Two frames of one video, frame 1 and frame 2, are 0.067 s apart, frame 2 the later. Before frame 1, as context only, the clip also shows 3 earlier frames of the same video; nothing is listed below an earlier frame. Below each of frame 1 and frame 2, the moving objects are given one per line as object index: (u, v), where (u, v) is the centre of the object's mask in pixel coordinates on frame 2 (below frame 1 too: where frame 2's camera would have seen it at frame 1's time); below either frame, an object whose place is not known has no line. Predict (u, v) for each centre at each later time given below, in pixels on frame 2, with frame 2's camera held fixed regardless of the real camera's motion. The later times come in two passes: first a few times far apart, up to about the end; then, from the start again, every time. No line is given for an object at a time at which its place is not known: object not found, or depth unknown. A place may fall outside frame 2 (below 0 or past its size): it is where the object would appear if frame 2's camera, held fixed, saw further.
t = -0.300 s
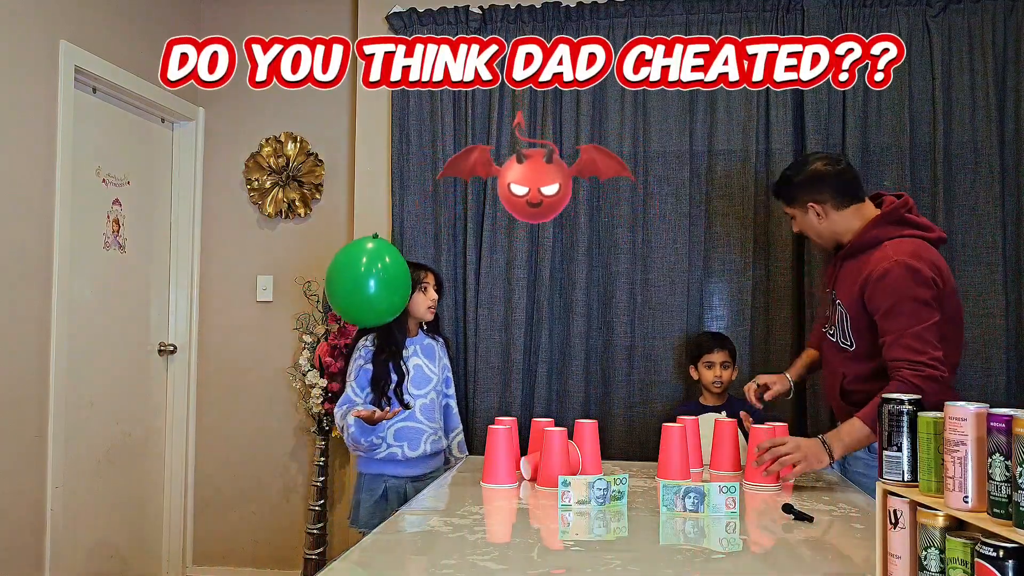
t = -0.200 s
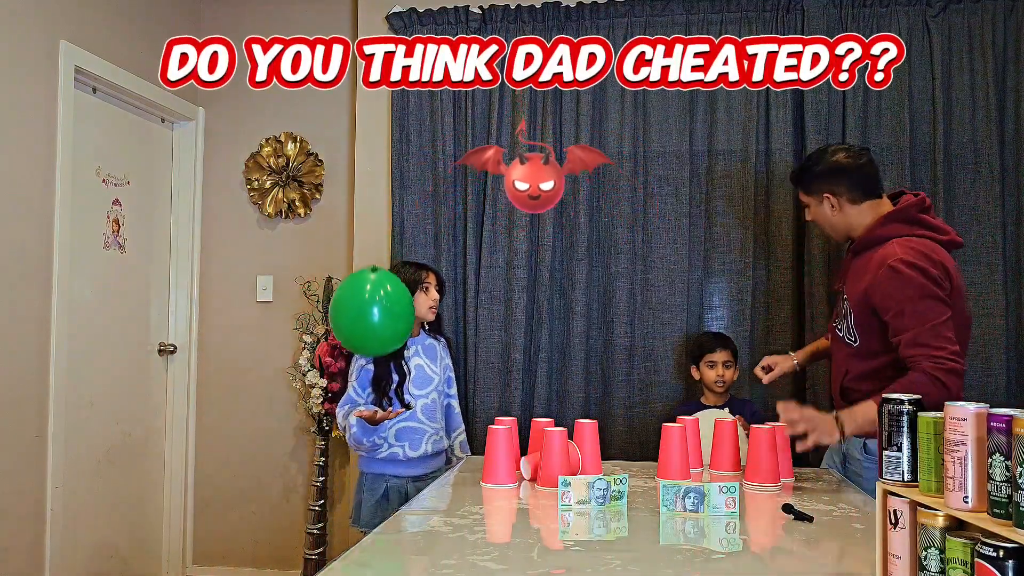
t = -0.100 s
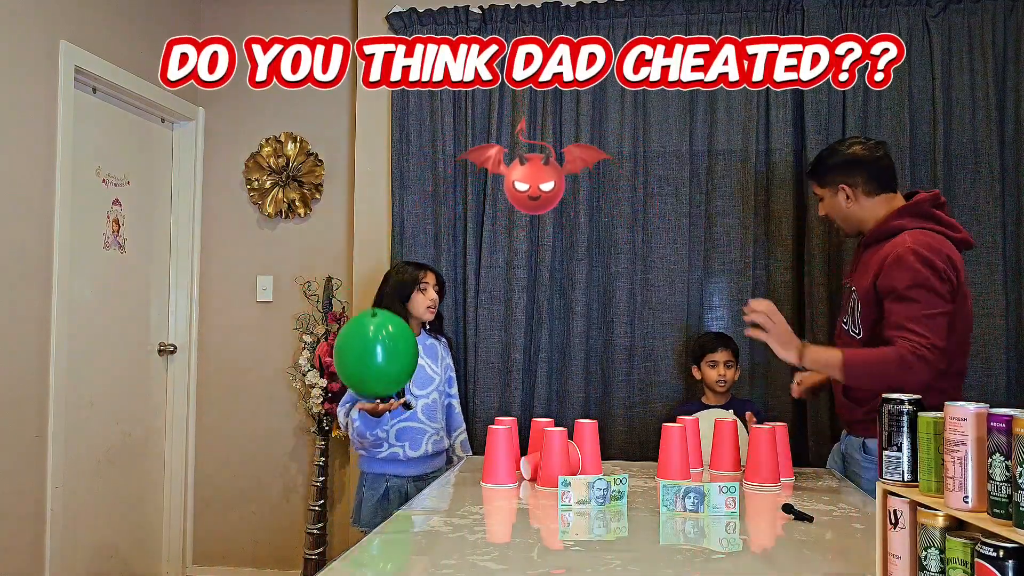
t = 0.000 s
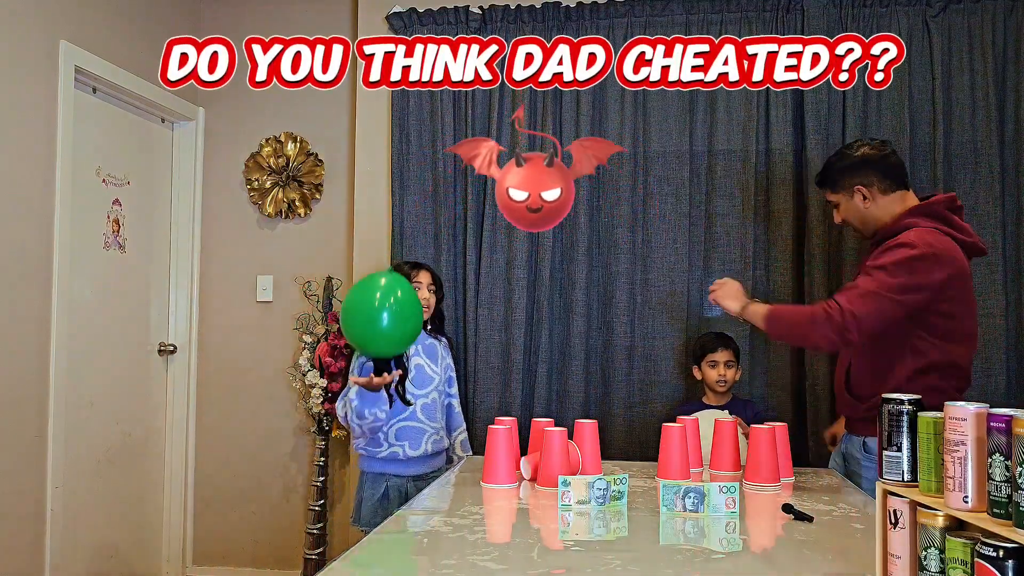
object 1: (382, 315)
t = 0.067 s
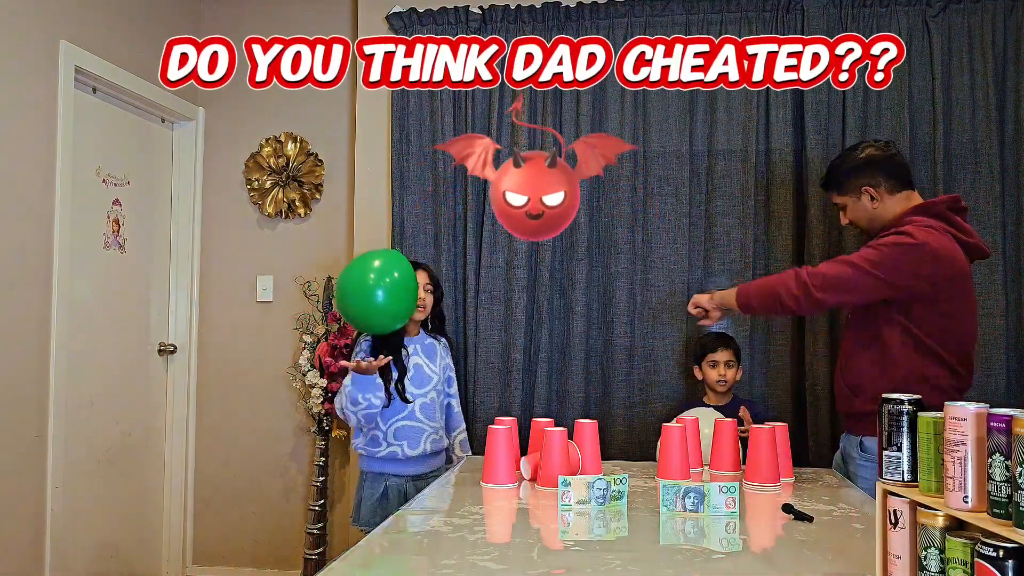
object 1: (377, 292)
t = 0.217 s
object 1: (352, 270)
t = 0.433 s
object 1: (316, 290)
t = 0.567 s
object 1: (295, 335)
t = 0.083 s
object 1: (375, 288)
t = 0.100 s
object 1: (372, 284)
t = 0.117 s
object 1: (369, 281)
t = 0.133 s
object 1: (366, 279)
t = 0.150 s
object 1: (363, 276)
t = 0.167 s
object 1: (361, 274)
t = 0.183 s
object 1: (358, 273)
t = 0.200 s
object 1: (355, 271)
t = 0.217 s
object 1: (352, 270)
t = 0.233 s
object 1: (349, 270)
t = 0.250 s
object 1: (346, 270)
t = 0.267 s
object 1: (344, 270)
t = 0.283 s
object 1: (341, 270)
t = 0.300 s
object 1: (338, 271)
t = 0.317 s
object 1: (335, 272)
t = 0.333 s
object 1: (333, 273)
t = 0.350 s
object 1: (330, 275)
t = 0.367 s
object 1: (327, 277)
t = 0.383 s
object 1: (325, 280)
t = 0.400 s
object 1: (322, 283)
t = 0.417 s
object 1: (319, 287)
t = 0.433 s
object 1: (316, 290)
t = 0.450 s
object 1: (314, 295)
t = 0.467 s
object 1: (311, 299)
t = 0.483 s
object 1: (308, 304)
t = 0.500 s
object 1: (305, 310)
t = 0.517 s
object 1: (303, 315)
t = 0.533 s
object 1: (300, 321)
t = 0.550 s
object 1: (297, 328)
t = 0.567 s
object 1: (295, 335)
